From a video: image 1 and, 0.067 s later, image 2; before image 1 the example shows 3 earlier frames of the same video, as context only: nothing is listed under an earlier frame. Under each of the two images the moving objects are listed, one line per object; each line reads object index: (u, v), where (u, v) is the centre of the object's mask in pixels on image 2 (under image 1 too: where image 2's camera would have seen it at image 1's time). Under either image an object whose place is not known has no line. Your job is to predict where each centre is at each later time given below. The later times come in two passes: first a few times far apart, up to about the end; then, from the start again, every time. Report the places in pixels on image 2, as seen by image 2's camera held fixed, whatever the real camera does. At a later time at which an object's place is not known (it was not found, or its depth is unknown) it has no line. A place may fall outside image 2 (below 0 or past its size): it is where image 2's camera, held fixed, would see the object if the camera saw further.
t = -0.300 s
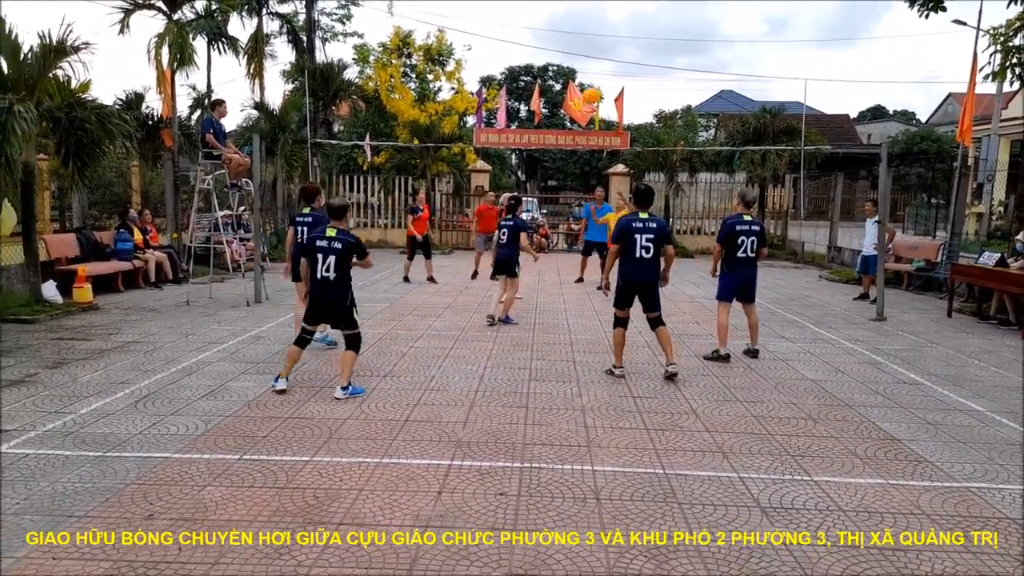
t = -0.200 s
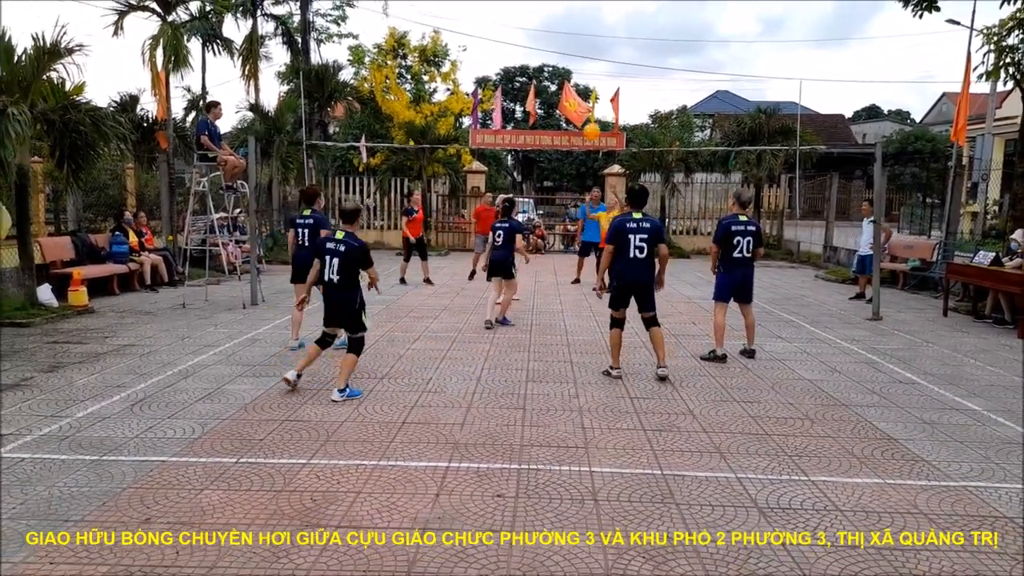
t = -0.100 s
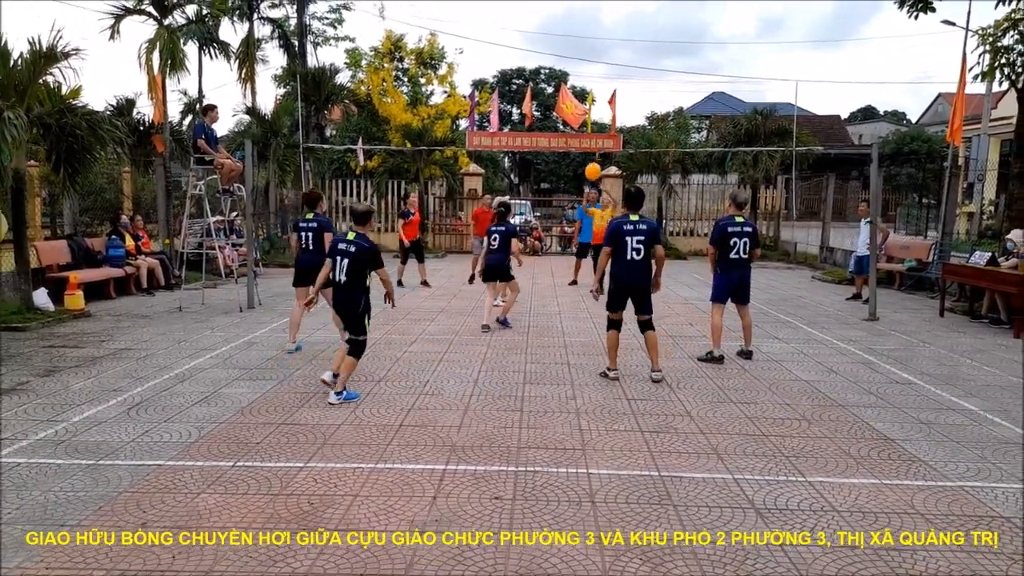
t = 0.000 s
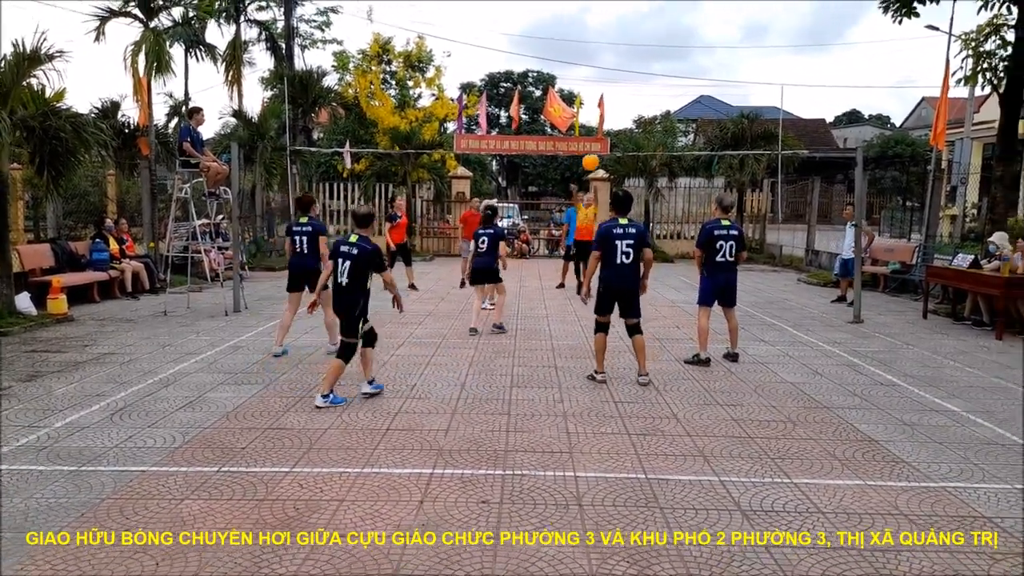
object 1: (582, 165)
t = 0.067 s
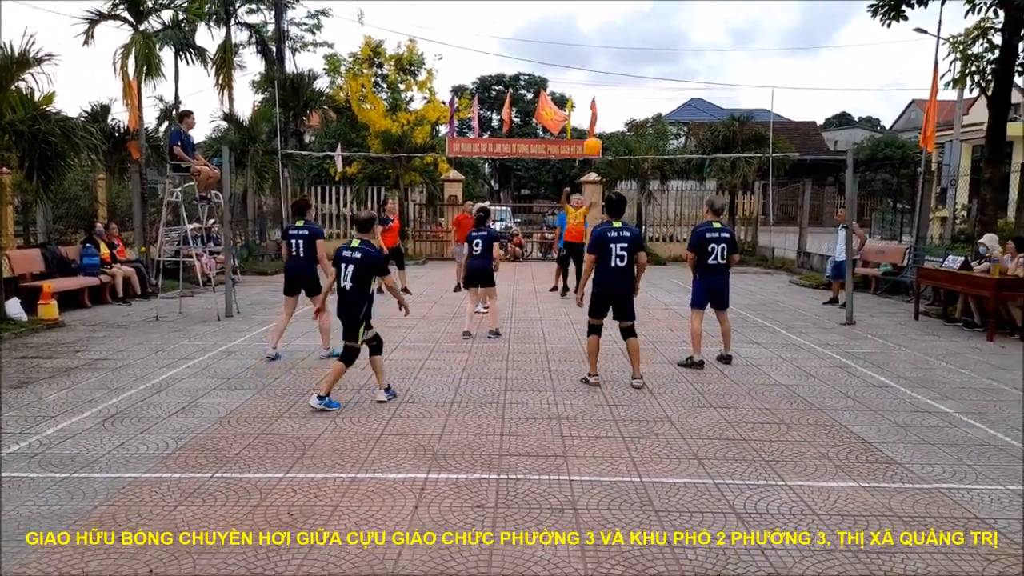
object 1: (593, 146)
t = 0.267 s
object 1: (625, 101)
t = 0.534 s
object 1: (681, 78)
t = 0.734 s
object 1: (731, 102)
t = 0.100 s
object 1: (597, 137)
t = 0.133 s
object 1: (602, 129)
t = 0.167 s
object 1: (608, 121)
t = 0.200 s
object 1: (613, 113)
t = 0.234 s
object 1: (619, 107)
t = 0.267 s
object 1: (625, 101)
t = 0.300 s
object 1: (631, 95)
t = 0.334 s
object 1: (636, 90)
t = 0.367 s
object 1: (643, 86)
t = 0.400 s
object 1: (650, 83)
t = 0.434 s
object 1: (657, 80)
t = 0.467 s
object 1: (665, 79)
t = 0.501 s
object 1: (673, 78)
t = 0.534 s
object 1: (681, 78)
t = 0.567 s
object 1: (689, 79)
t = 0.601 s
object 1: (698, 81)
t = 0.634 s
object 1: (705, 84)
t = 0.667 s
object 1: (714, 89)
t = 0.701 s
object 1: (722, 94)
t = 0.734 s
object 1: (731, 102)
